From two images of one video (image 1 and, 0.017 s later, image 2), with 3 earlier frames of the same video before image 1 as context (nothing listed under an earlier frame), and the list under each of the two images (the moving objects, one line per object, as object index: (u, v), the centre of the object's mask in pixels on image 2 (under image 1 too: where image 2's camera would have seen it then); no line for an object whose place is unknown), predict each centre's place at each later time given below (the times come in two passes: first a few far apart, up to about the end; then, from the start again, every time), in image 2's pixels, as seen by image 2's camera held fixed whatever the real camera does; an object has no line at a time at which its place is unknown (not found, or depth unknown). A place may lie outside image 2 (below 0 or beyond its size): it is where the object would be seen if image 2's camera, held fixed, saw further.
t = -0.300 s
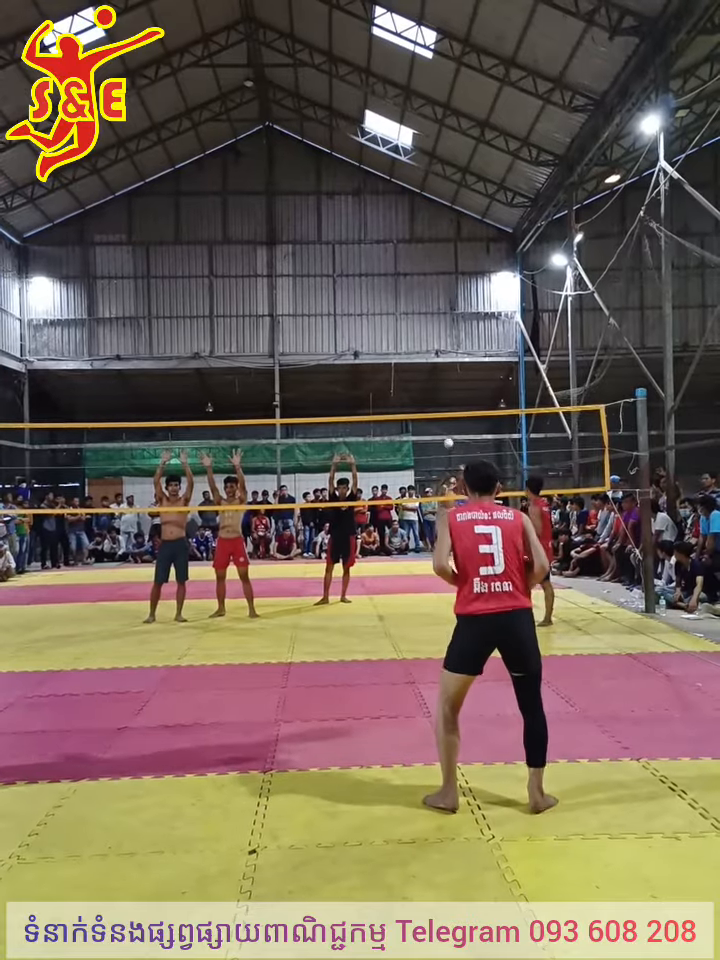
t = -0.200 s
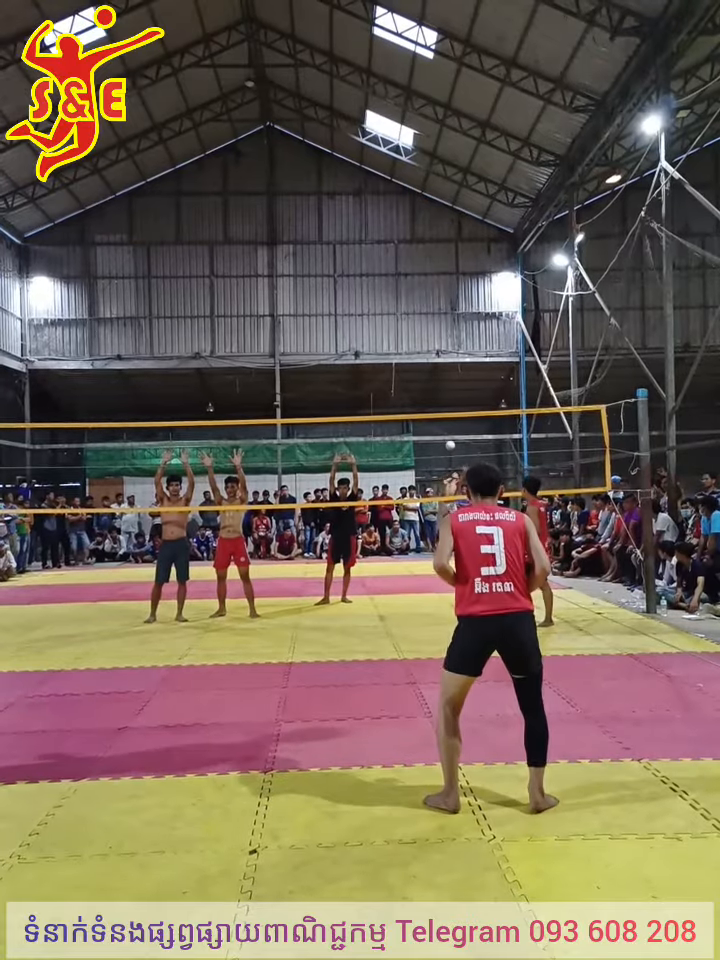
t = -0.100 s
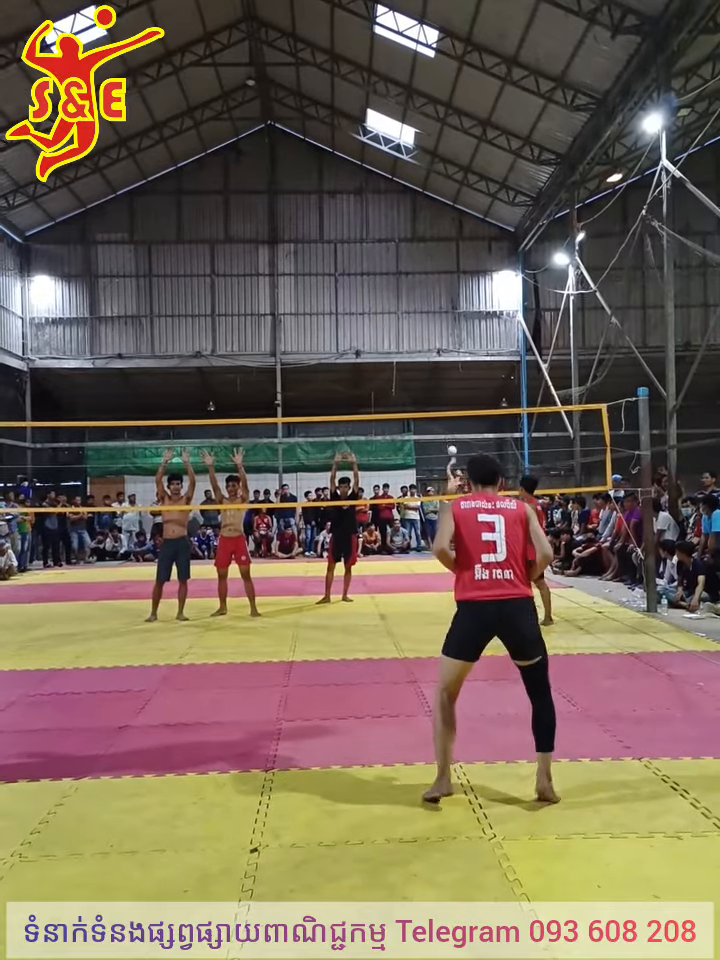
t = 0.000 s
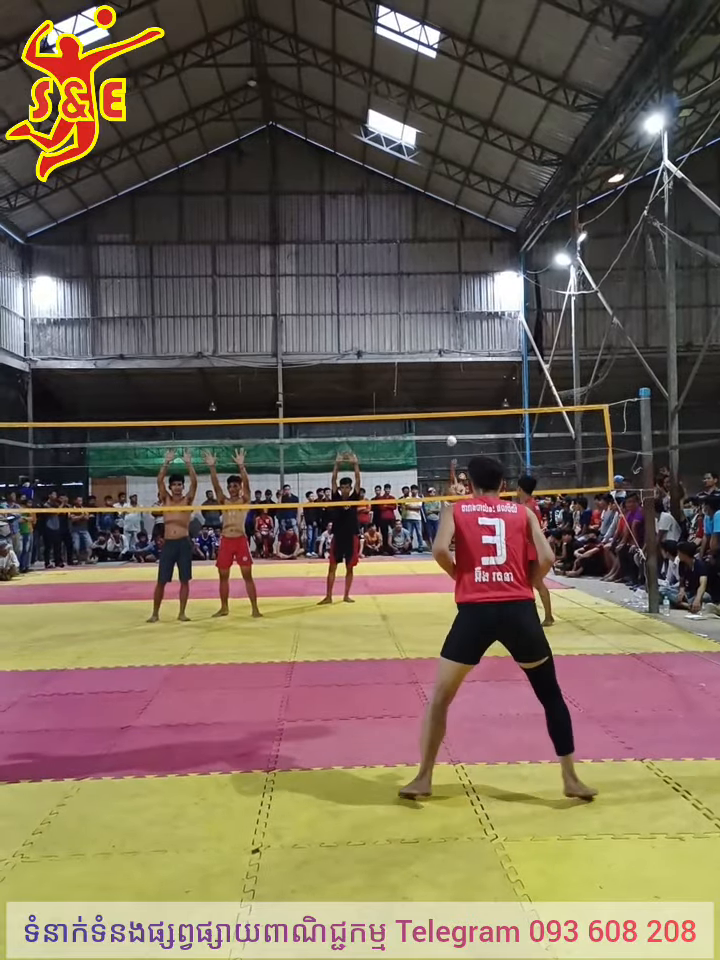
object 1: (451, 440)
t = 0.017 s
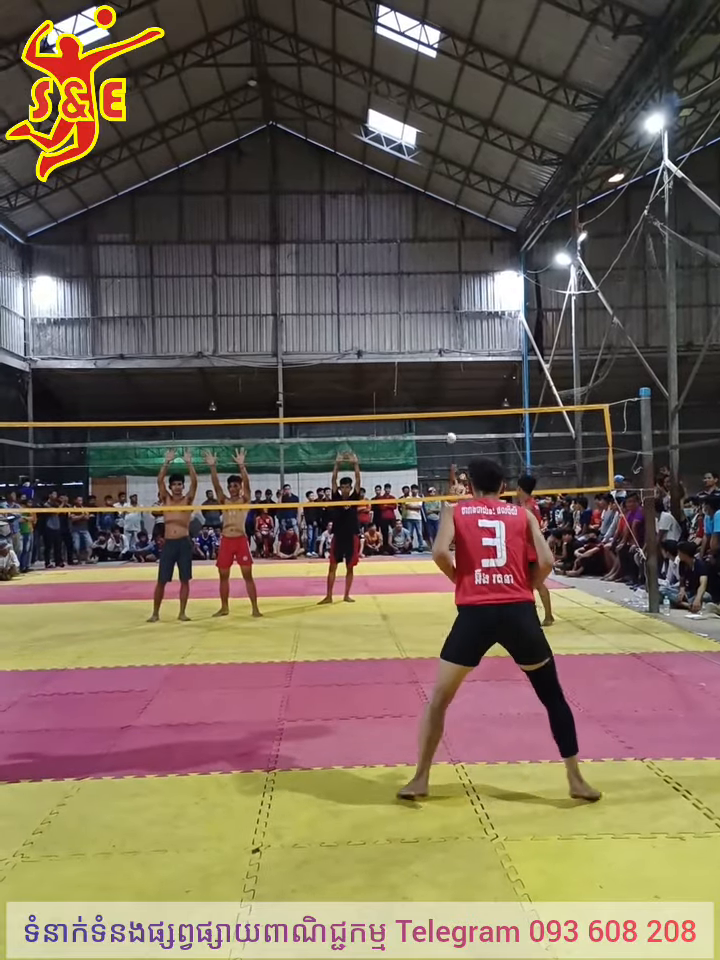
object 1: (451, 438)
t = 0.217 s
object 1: (446, 409)
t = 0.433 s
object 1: (442, 399)
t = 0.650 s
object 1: (436, 416)
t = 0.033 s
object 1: (450, 435)
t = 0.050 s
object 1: (450, 432)
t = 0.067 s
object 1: (449, 430)
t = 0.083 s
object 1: (448, 428)
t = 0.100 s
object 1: (448, 425)
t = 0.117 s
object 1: (447, 423)
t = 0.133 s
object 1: (447, 421)
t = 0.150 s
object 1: (447, 419)
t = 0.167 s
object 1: (446, 416)
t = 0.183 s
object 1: (446, 414)
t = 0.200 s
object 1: (446, 412)
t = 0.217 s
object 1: (446, 409)
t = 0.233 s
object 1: (445, 408)
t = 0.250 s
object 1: (445, 407)
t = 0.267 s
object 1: (445, 406)
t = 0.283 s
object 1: (445, 405)
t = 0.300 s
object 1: (444, 404)
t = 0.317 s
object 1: (444, 402)
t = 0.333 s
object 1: (444, 401)
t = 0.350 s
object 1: (444, 401)
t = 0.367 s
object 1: (444, 400)
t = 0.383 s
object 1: (443, 400)
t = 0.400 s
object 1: (443, 400)
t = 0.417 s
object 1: (443, 399)
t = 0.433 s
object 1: (442, 399)
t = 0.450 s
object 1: (442, 399)
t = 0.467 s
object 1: (441, 399)
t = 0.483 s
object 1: (441, 399)
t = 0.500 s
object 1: (440, 400)
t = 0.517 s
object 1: (439, 401)
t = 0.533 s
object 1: (439, 401)
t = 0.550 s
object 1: (438, 402)
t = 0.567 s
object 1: (438, 403)
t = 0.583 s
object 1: (438, 404)
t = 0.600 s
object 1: (437, 406)
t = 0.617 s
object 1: (437, 410)
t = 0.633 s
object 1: (436, 413)
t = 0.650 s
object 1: (436, 416)
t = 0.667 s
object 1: (435, 419)
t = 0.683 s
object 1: (434, 423)
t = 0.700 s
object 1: (434, 428)
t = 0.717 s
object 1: (434, 433)
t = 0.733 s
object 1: (433, 439)
